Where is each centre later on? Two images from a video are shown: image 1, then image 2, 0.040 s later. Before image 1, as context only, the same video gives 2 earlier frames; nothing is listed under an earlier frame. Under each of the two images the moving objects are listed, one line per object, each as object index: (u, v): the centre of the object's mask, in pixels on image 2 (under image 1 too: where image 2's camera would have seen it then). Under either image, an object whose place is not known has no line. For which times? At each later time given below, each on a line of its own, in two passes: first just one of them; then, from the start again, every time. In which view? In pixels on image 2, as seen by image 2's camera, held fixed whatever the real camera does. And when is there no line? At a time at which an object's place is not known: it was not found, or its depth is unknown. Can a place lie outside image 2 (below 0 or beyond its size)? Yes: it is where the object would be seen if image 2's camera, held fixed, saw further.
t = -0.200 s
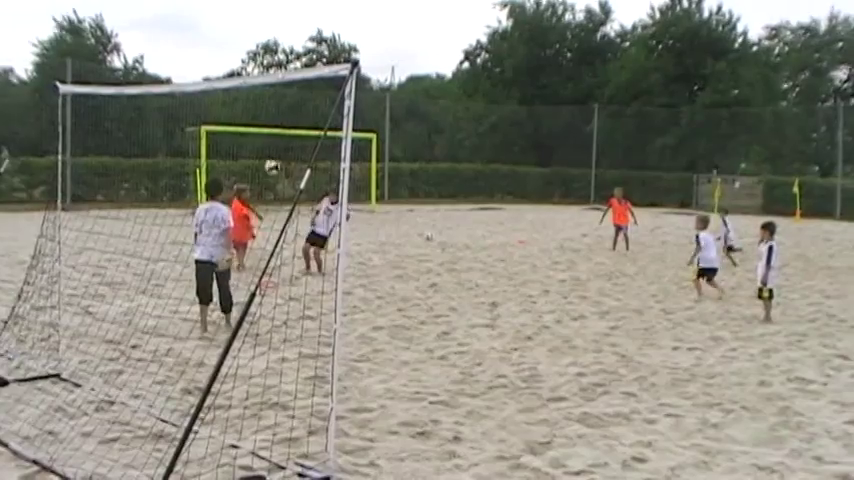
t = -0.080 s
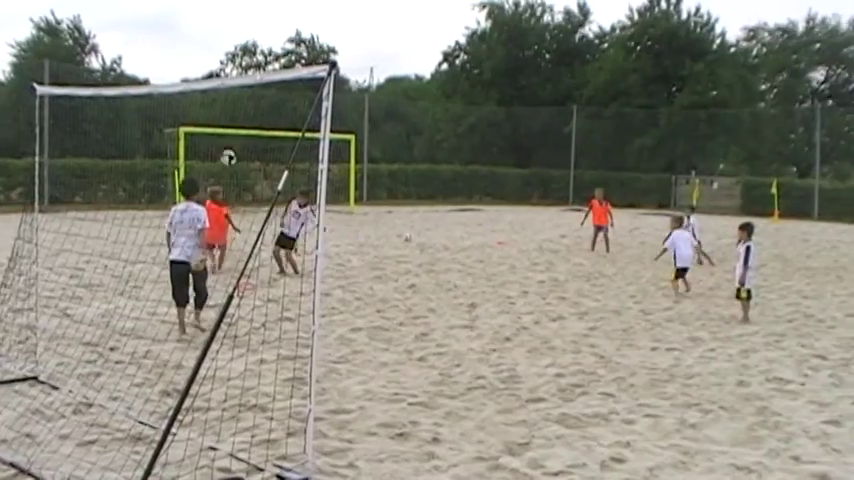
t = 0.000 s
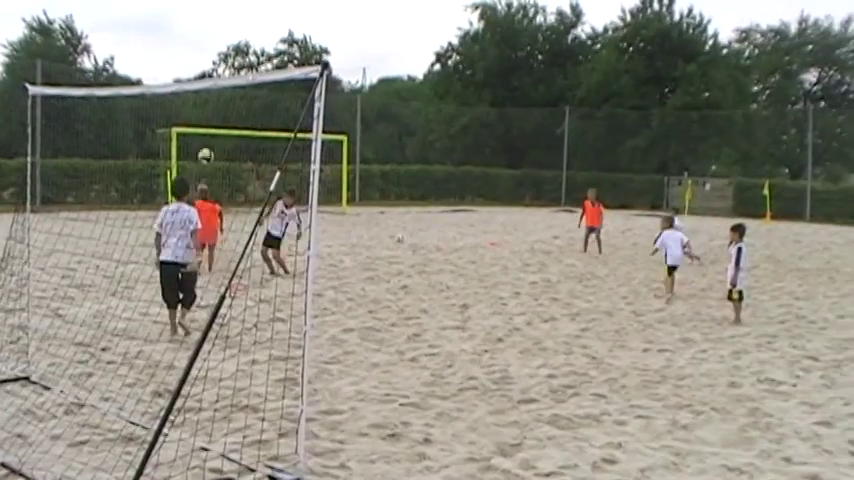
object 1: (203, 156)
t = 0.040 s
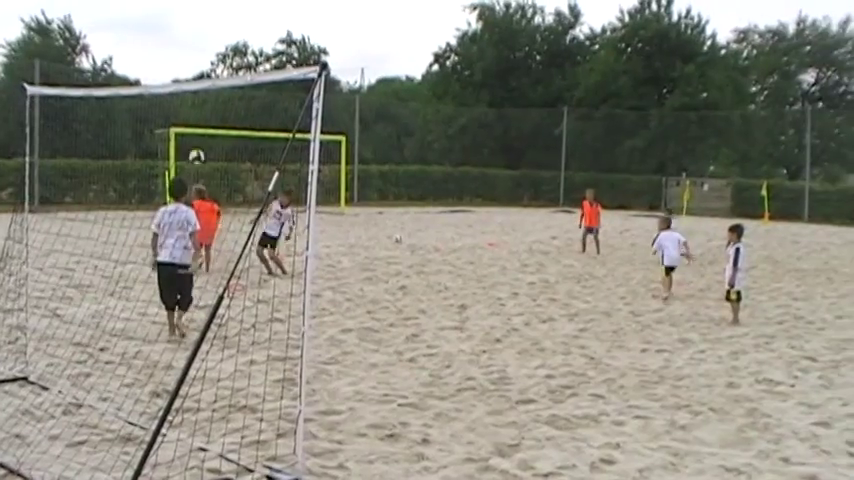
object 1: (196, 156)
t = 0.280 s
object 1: (151, 182)
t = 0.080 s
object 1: (189, 158)
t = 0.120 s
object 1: (181, 161)
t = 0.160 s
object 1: (173, 165)
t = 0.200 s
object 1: (165, 171)
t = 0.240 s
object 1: (158, 176)
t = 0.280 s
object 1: (151, 182)
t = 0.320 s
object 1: (144, 191)
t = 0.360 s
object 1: (136, 200)
